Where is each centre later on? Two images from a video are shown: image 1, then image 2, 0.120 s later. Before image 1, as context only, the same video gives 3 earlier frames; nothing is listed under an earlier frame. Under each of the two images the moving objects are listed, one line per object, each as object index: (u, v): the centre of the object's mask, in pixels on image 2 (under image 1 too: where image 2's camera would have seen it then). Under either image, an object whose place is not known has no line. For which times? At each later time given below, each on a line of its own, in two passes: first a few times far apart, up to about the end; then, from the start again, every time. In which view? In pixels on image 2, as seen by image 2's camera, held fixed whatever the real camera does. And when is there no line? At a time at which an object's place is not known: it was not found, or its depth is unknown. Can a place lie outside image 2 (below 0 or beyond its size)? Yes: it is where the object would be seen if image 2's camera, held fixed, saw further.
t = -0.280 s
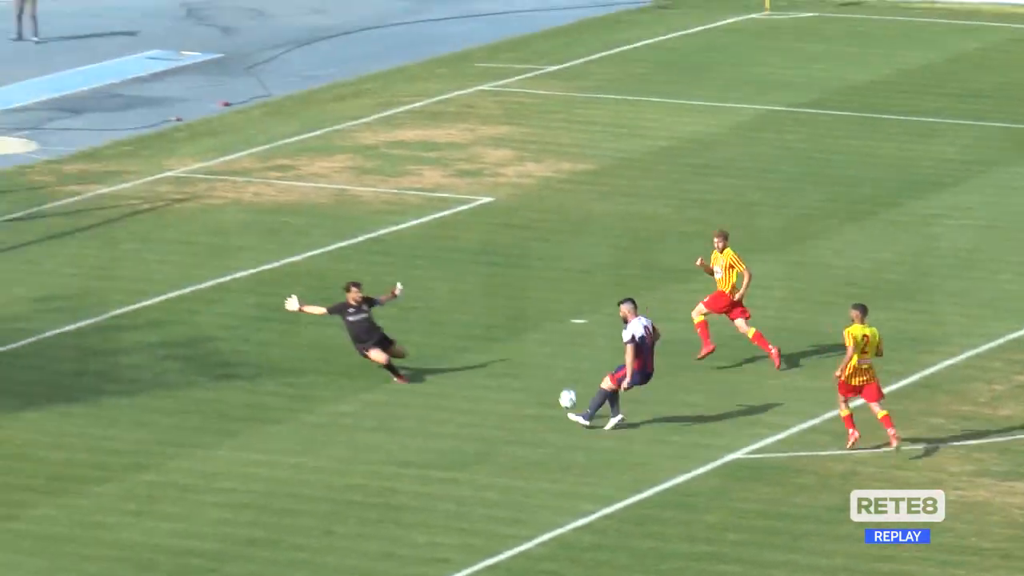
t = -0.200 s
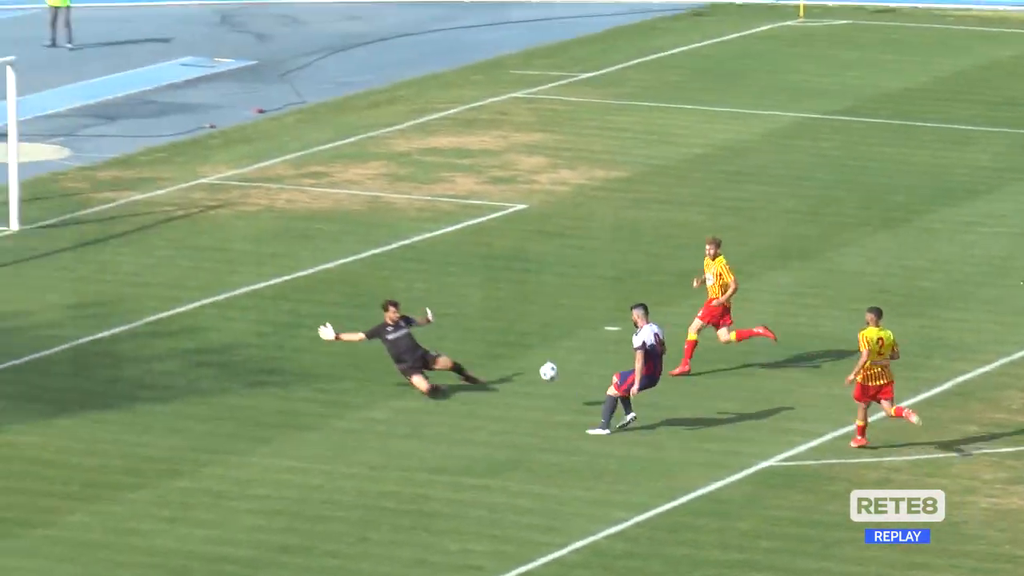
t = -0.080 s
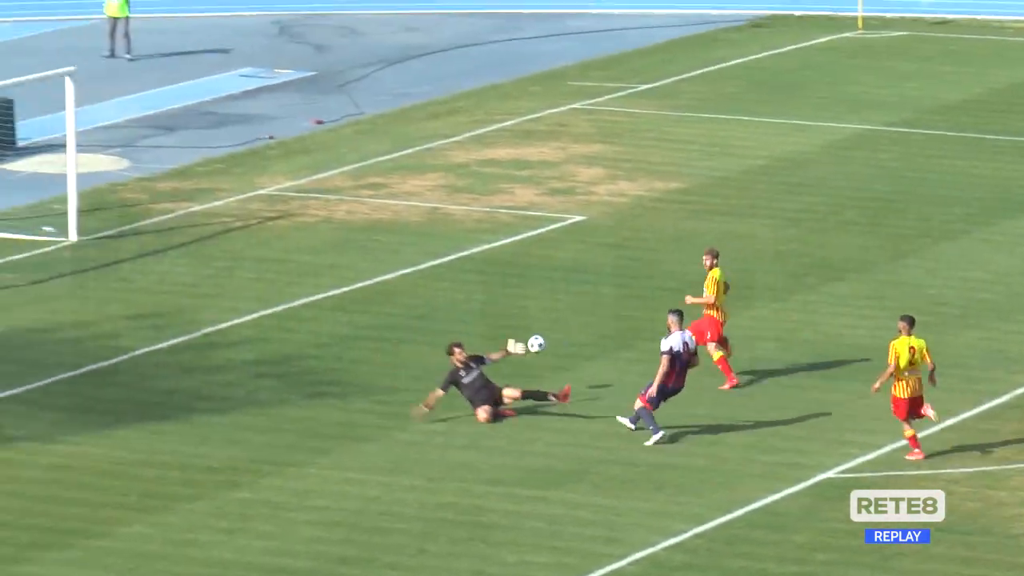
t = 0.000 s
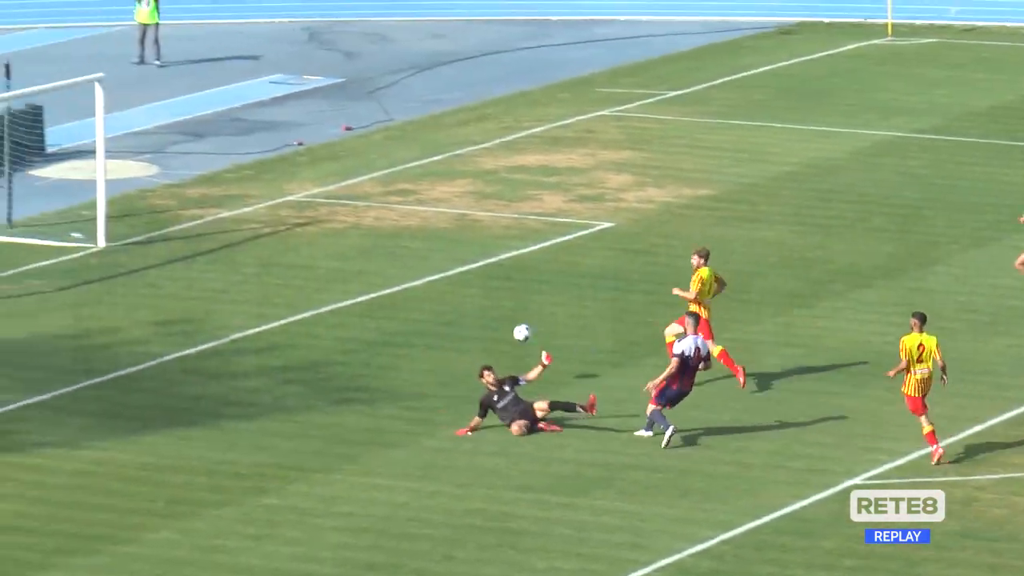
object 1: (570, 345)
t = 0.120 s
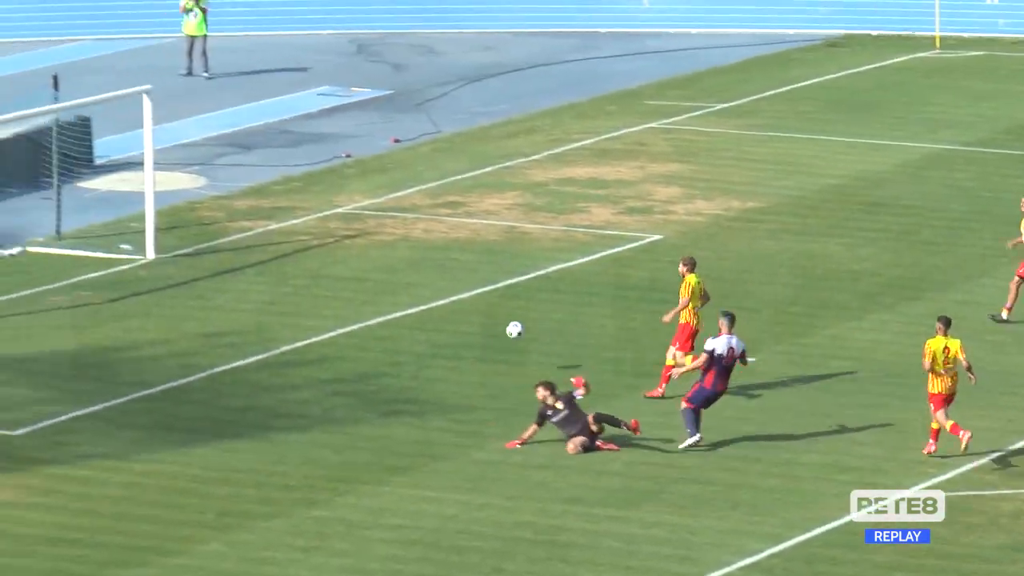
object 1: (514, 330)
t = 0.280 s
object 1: (452, 328)
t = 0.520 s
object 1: (393, 281)
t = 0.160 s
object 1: (497, 327)
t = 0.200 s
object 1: (481, 326)
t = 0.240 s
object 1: (466, 327)
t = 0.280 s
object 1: (452, 328)
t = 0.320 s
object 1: (438, 330)
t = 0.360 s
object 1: (429, 319)
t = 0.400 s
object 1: (420, 307)
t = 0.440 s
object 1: (411, 297)
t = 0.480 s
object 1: (402, 288)
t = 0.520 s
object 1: (393, 281)
